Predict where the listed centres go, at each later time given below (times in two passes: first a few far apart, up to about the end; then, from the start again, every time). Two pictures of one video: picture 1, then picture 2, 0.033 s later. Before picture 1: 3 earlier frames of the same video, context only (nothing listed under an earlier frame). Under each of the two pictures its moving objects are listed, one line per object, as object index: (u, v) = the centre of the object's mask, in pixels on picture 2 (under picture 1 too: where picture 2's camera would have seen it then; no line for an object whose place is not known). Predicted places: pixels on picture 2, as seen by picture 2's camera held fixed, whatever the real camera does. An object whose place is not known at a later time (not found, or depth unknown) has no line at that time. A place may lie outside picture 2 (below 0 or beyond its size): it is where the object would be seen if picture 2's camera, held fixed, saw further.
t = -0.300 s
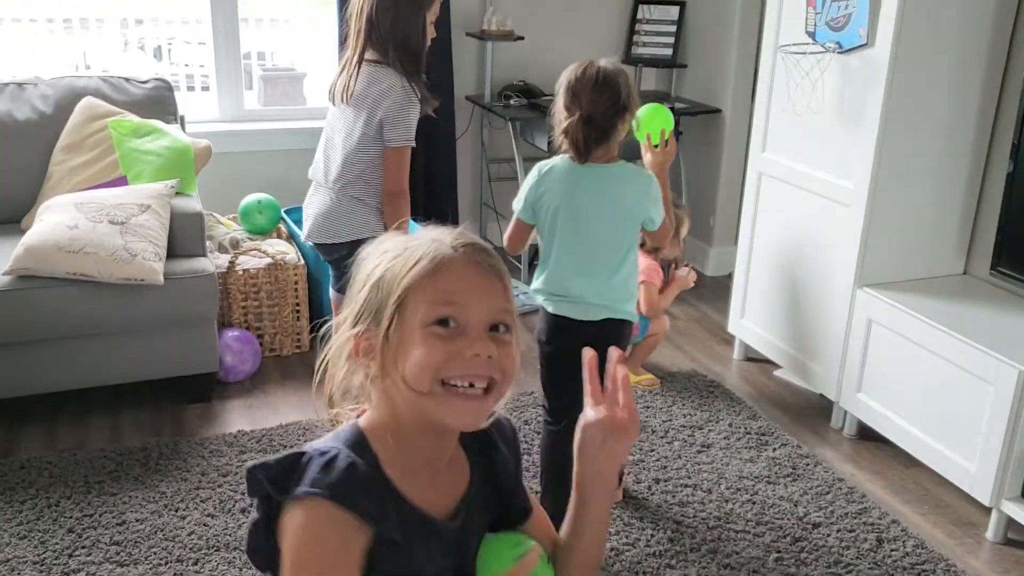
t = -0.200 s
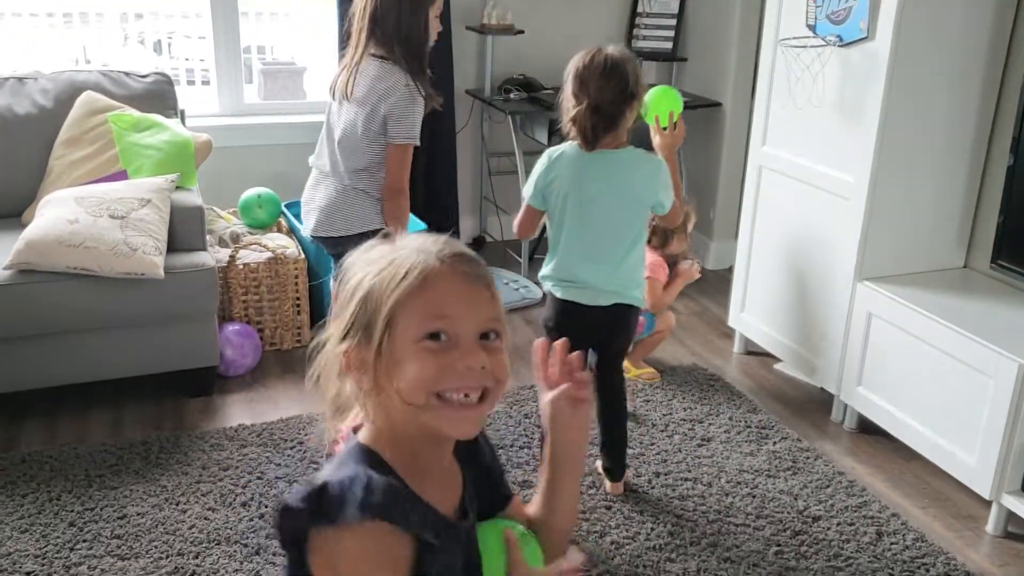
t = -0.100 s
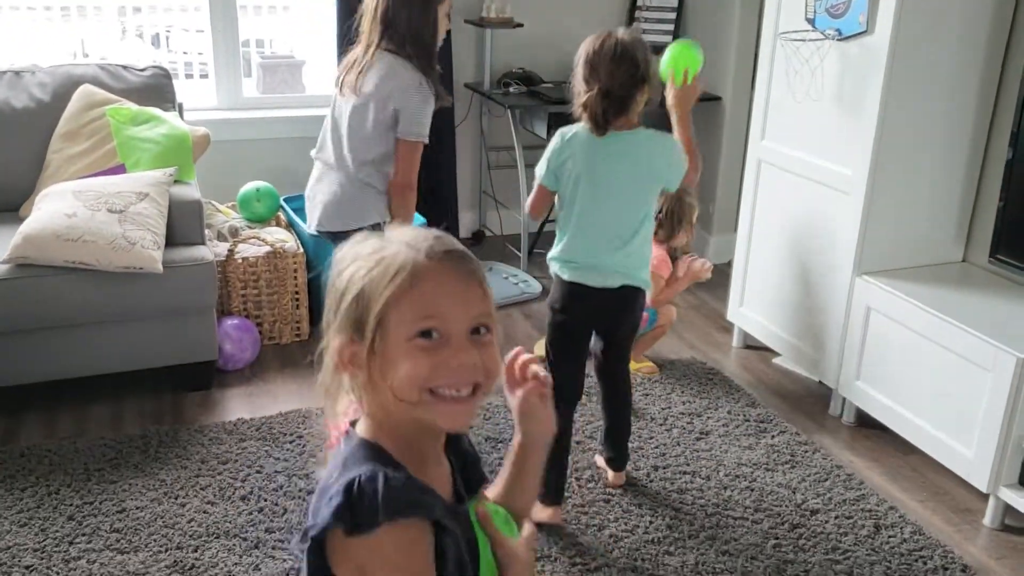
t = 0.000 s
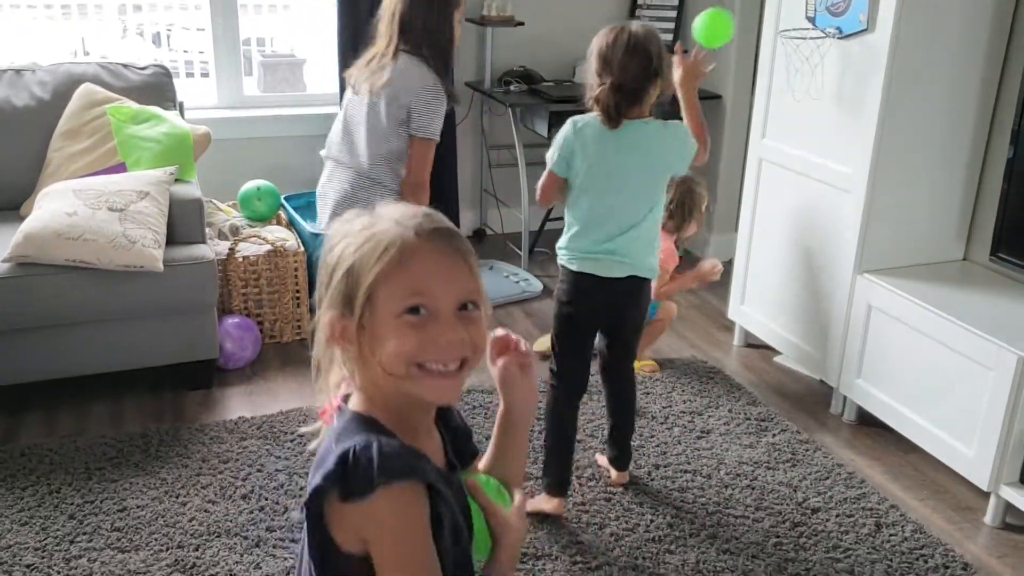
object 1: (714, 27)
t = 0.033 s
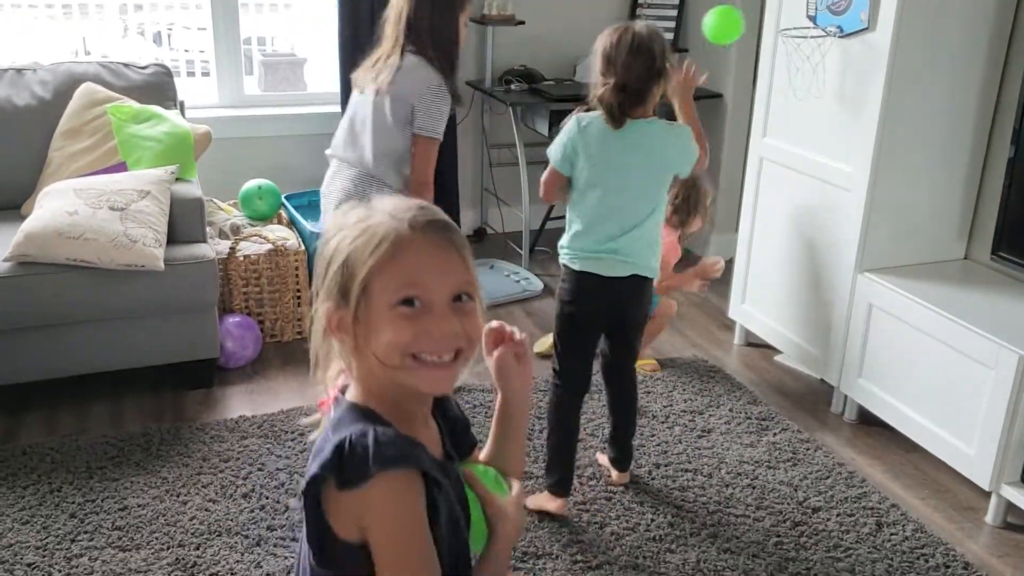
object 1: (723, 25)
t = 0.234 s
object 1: (762, 98)
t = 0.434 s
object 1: (785, 277)
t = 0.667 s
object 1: (700, 320)
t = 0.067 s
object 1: (731, 27)
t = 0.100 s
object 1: (739, 34)
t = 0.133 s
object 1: (746, 44)
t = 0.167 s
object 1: (752, 58)
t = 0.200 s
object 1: (757, 76)
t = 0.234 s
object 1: (762, 98)
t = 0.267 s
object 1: (768, 122)
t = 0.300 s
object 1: (773, 148)
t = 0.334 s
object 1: (775, 177)
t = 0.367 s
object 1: (778, 208)
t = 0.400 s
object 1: (781, 241)
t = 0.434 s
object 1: (785, 277)
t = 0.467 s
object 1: (779, 303)
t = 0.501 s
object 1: (763, 329)
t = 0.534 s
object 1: (749, 354)
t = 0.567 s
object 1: (736, 361)
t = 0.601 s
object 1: (725, 345)
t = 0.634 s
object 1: (713, 331)
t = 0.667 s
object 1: (700, 320)
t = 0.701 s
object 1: (688, 311)
